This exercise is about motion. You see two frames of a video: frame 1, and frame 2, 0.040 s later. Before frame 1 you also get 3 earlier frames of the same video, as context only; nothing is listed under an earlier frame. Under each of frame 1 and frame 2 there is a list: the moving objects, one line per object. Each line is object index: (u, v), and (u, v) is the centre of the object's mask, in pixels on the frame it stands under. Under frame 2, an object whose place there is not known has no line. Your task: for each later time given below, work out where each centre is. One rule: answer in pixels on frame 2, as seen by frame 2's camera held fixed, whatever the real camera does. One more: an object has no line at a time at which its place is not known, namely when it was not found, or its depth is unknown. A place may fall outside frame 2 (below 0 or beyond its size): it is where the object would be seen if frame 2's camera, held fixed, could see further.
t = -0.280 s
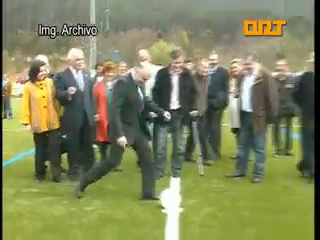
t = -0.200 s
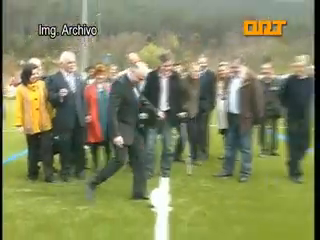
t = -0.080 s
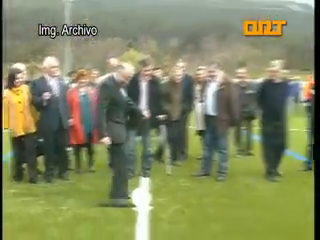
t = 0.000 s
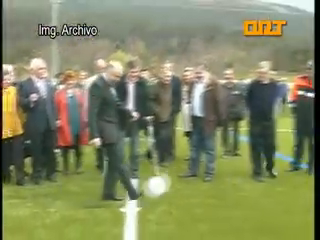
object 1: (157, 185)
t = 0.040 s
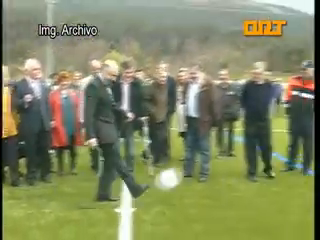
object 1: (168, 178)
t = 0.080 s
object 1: (185, 172)
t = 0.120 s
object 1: (201, 168)
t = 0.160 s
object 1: (216, 164)
